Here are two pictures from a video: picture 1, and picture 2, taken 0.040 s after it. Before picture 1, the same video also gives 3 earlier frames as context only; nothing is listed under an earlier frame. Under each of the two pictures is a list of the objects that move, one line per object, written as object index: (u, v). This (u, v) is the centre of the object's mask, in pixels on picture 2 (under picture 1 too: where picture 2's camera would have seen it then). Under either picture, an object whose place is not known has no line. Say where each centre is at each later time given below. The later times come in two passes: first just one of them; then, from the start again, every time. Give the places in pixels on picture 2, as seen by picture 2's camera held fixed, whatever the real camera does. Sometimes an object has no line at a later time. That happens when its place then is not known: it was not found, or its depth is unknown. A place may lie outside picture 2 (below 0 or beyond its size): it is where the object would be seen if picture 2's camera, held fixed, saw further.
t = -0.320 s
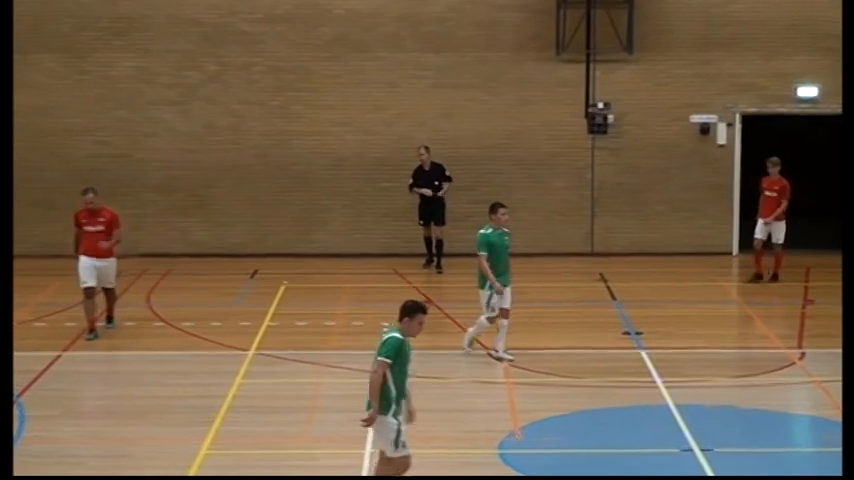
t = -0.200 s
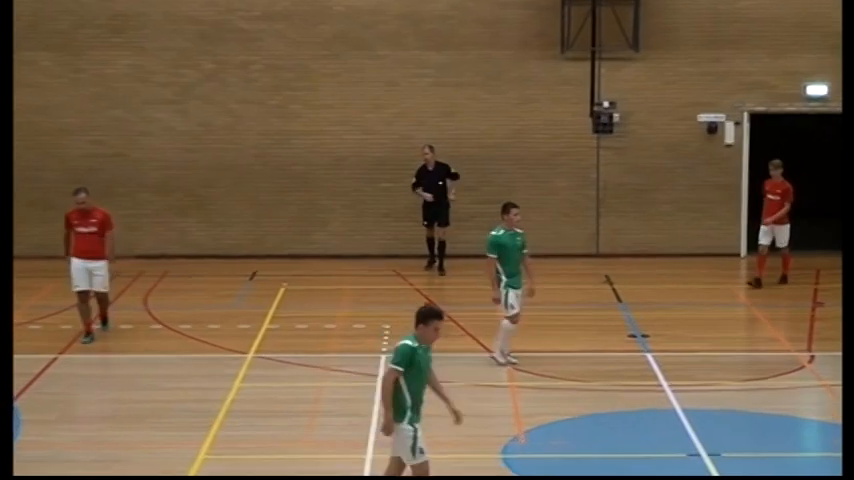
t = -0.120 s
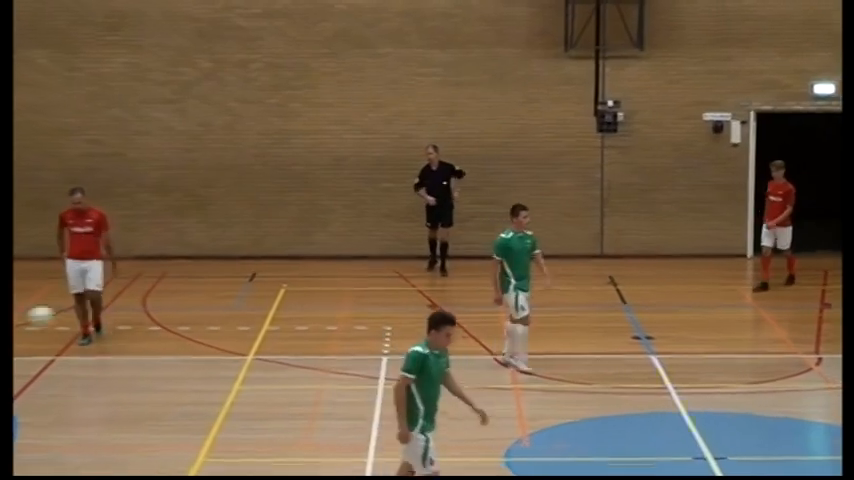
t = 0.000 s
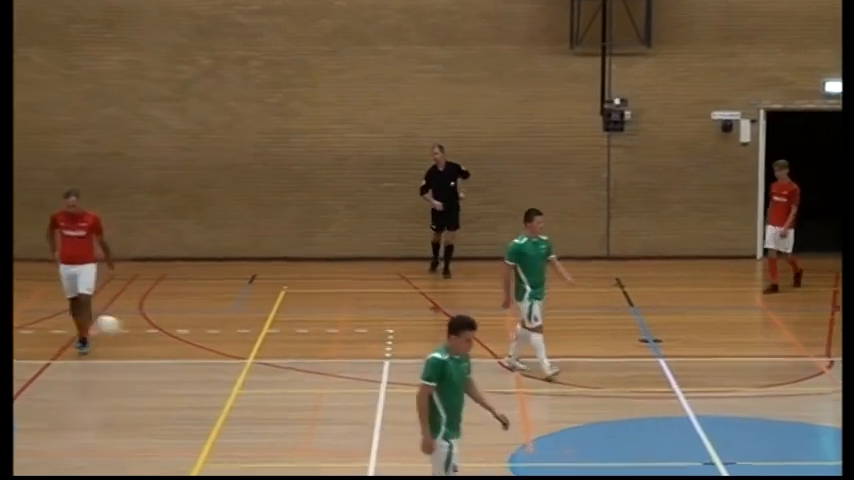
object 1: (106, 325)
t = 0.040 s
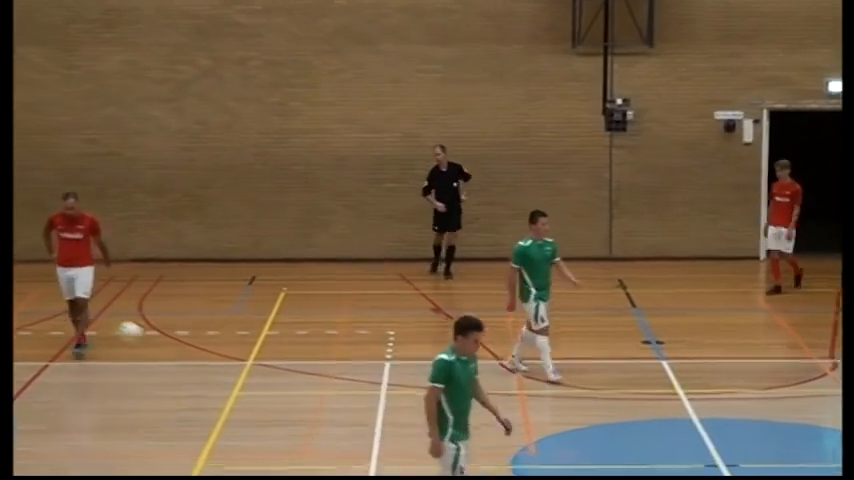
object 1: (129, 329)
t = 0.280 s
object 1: (235, 339)
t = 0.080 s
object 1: (150, 337)
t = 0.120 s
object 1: (171, 342)
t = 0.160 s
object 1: (191, 354)
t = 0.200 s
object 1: (210, 362)
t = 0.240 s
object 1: (222, 348)
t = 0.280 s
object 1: (235, 339)
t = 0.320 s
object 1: (246, 333)
